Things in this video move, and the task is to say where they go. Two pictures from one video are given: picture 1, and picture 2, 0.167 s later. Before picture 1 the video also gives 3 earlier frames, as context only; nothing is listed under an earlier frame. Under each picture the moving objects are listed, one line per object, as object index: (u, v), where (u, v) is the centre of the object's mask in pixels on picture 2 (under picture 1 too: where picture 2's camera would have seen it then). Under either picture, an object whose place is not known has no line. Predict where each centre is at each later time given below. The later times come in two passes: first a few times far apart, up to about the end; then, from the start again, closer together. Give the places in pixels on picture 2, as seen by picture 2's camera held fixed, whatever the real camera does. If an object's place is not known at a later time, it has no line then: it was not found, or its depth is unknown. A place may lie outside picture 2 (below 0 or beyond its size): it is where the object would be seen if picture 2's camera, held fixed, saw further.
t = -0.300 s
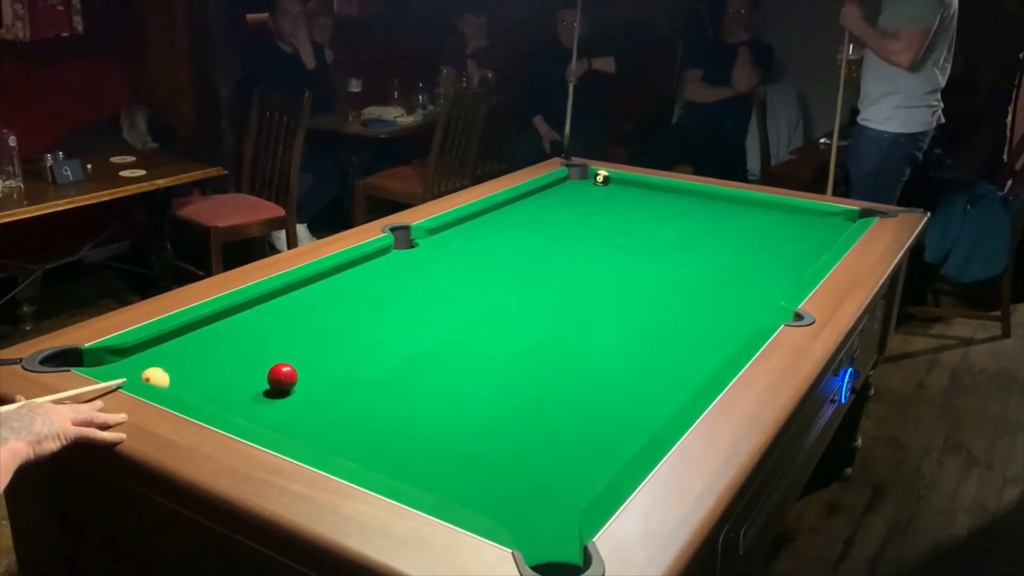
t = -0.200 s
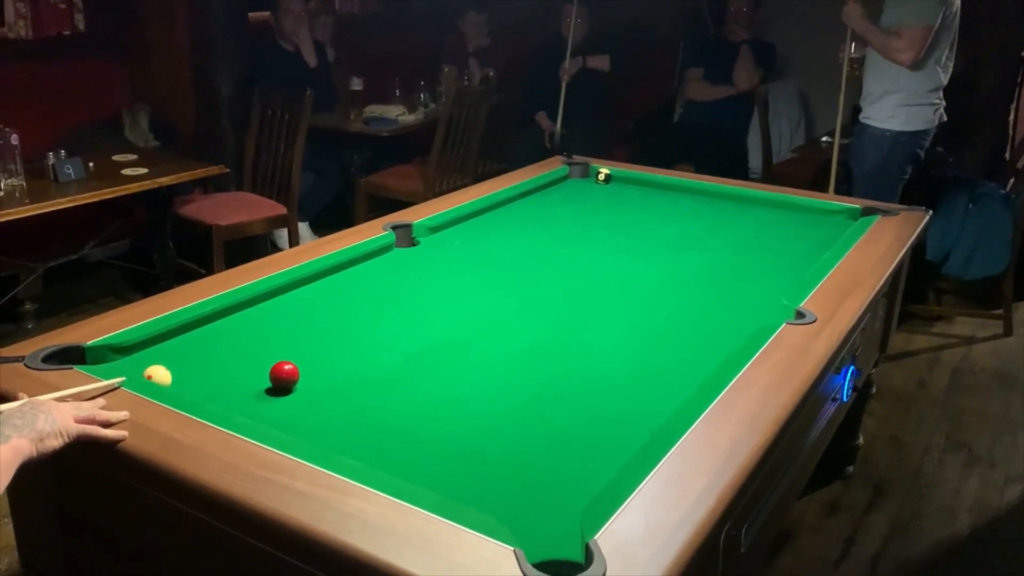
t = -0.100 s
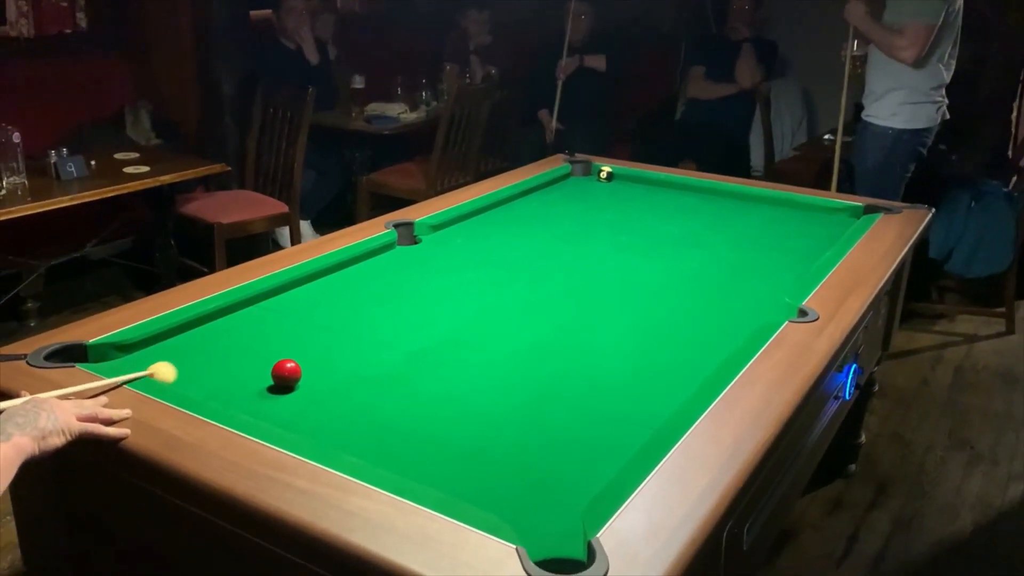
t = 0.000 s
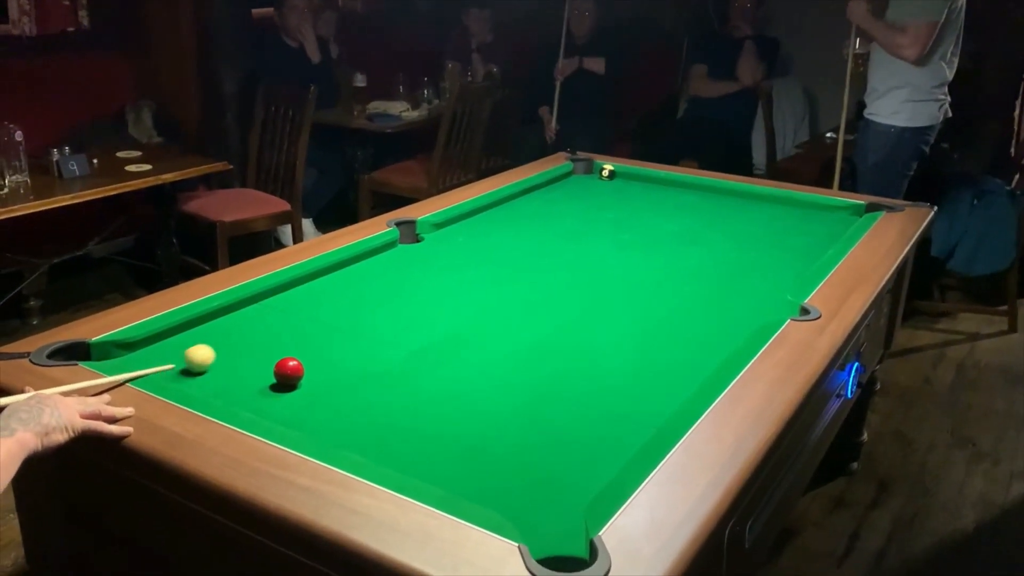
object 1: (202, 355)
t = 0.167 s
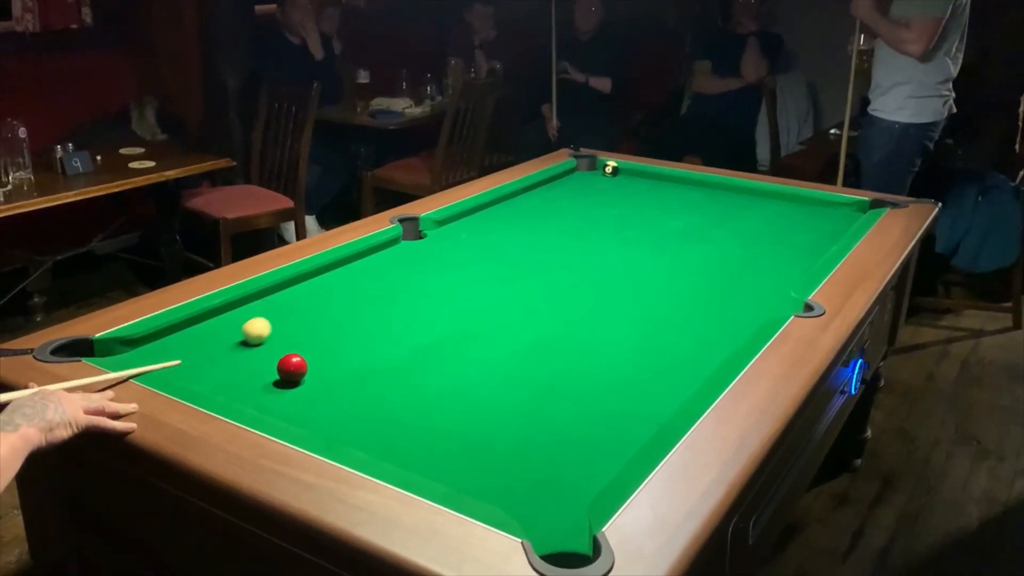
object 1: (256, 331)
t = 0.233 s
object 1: (275, 323)
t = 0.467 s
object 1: (335, 296)
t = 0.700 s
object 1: (385, 275)
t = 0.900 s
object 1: (420, 259)
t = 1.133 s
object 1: (457, 244)
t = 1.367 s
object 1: (488, 230)
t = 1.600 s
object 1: (515, 218)
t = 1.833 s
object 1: (539, 208)
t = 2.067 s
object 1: (560, 199)
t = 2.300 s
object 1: (579, 192)
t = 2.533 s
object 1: (595, 185)
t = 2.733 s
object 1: (608, 180)
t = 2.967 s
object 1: (621, 175)
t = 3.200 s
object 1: (628, 172)
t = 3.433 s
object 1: (623, 175)
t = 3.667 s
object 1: (618, 178)
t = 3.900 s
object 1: (613, 180)
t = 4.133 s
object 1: (610, 182)
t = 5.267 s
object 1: (606, 183)
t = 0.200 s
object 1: (266, 327)
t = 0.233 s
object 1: (275, 323)
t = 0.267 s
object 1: (285, 319)
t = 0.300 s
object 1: (294, 315)
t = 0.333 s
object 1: (303, 311)
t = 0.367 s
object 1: (311, 307)
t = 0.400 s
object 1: (320, 303)
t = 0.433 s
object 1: (328, 300)
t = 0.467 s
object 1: (335, 296)
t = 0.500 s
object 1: (343, 293)
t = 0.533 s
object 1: (351, 290)
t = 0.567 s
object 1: (358, 287)
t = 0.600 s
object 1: (365, 284)
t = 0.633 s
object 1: (372, 281)
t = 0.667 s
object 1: (379, 278)
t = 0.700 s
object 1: (385, 275)
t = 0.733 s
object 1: (391, 272)
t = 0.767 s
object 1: (398, 269)
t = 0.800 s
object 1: (404, 267)
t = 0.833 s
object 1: (409, 264)
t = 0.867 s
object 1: (415, 261)
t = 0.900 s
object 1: (420, 259)
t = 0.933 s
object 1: (427, 256)
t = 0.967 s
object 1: (432, 254)
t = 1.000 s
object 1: (437, 252)
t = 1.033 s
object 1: (442, 250)
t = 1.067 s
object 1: (447, 248)
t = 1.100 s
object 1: (452, 246)
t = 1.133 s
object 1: (457, 244)
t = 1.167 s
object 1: (462, 241)
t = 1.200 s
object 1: (466, 240)
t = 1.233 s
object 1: (471, 237)
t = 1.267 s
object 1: (475, 236)
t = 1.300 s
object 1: (479, 234)
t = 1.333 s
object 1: (484, 232)
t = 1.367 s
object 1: (488, 230)
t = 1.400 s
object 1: (492, 228)
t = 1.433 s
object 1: (496, 227)
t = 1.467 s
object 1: (500, 225)
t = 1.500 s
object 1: (504, 223)
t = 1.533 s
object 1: (508, 222)
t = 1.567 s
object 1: (512, 220)
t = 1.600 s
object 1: (515, 218)
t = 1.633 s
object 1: (519, 217)
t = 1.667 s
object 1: (522, 215)
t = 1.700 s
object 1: (526, 214)
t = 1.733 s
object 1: (529, 212)
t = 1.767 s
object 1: (532, 211)
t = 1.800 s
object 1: (536, 210)
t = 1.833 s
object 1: (539, 208)
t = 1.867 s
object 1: (542, 207)
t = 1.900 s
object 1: (545, 206)
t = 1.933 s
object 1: (548, 204)
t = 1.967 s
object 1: (551, 203)
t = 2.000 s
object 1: (554, 202)
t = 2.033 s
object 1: (557, 201)
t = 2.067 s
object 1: (560, 199)
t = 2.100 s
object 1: (563, 198)
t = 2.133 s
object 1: (566, 197)
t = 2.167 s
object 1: (568, 196)
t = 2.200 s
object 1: (571, 195)
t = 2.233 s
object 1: (574, 194)
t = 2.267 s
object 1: (576, 193)
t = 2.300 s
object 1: (579, 192)
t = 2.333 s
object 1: (581, 191)
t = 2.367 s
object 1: (584, 190)
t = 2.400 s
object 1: (586, 189)
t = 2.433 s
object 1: (588, 188)
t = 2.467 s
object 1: (591, 187)
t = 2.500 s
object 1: (593, 186)
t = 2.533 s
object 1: (595, 185)
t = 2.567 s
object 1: (598, 184)
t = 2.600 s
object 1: (600, 184)
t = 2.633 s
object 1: (602, 182)
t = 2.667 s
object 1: (604, 182)
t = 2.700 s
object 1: (606, 181)
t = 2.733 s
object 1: (608, 180)
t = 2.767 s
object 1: (610, 179)
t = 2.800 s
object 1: (612, 178)
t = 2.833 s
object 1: (614, 177)
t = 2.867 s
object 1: (616, 177)
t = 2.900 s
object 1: (618, 176)
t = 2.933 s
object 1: (620, 175)
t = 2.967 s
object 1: (621, 175)
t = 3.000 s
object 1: (623, 174)
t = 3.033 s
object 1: (625, 173)
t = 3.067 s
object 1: (626, 173)
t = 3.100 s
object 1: (628, 172)
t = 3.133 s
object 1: (630, 171)
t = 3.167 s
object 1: (629, 172)
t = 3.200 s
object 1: (628, 172)
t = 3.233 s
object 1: (628, 172)
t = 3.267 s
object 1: (626, 173)
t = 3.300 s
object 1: (626, 173)
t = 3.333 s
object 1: (625, 174)
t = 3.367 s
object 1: (624, 174)
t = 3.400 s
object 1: (623, 174)
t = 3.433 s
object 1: (623, 175)
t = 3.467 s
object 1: (622, 175)
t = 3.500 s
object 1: (621, 176)
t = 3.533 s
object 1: (621, 176)
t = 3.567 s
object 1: (620, 177)
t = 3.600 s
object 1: (619, 177)
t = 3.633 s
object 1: (618, 177)
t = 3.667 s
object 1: (618, 178)
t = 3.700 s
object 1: (617, 178)
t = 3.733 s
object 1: (617, 178)
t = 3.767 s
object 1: (616, 178)
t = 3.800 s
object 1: (615, 179)
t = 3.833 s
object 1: (615, 179)
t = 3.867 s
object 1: (614, 180)
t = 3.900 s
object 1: (613, 180)
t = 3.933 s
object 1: (613, 180)
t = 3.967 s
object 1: (612, 180)
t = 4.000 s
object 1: (612, 181)
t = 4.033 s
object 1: (611, 181)
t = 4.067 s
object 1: (611, 181)
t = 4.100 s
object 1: (610, 181)
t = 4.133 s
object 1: (610, 182)
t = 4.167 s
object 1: (609, 182)
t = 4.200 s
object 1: (609, 182)
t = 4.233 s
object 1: (609, 182)
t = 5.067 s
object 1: (606, 183)
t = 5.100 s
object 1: (606, 183)
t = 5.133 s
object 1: (606, 183)
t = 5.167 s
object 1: (606, 183)
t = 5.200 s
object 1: (606, 183)
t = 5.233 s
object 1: (606, 183)
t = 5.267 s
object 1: (606, 183)
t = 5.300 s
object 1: (606, 183)
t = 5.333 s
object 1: (606, 182)
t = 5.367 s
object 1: (606, 182)
